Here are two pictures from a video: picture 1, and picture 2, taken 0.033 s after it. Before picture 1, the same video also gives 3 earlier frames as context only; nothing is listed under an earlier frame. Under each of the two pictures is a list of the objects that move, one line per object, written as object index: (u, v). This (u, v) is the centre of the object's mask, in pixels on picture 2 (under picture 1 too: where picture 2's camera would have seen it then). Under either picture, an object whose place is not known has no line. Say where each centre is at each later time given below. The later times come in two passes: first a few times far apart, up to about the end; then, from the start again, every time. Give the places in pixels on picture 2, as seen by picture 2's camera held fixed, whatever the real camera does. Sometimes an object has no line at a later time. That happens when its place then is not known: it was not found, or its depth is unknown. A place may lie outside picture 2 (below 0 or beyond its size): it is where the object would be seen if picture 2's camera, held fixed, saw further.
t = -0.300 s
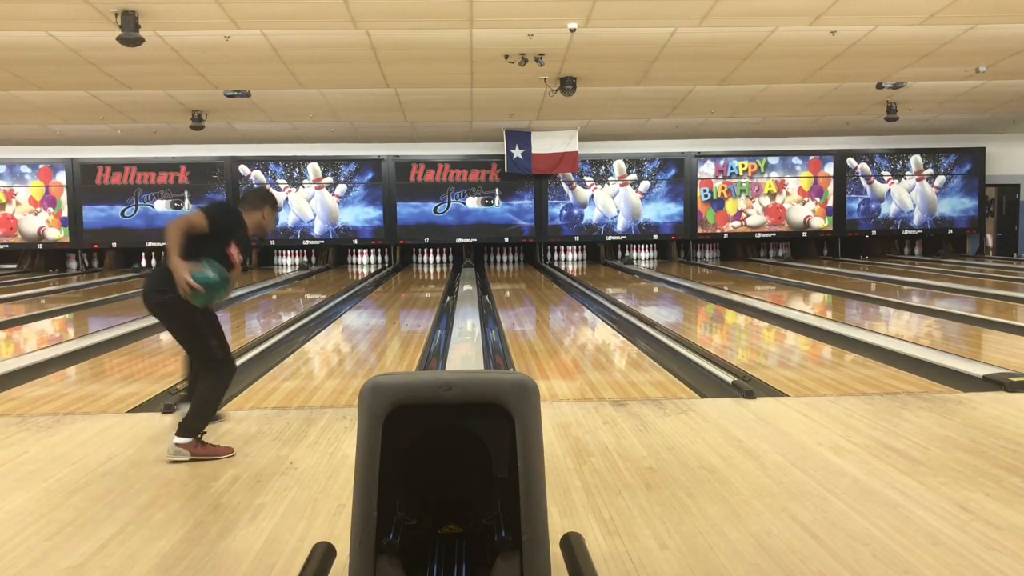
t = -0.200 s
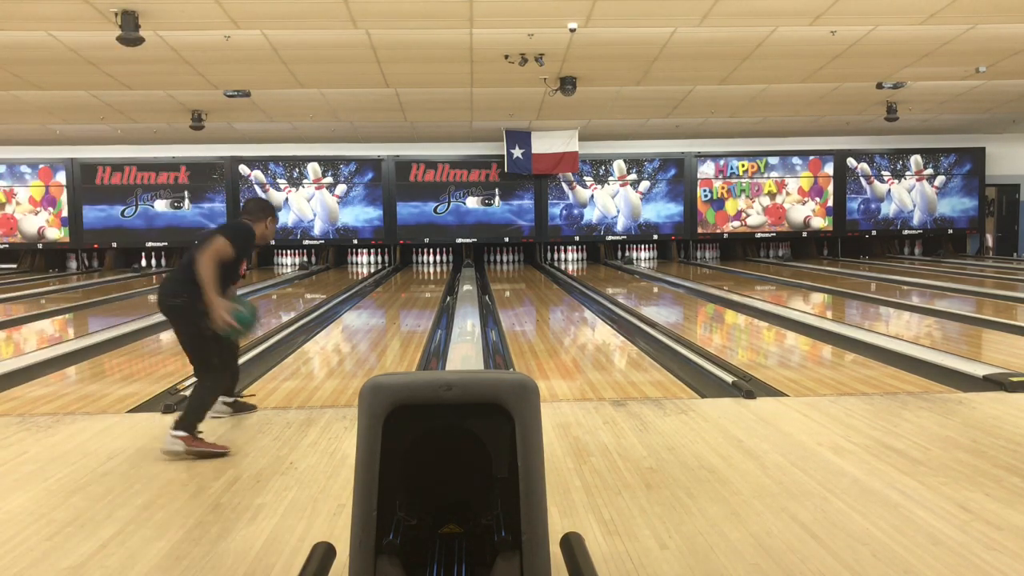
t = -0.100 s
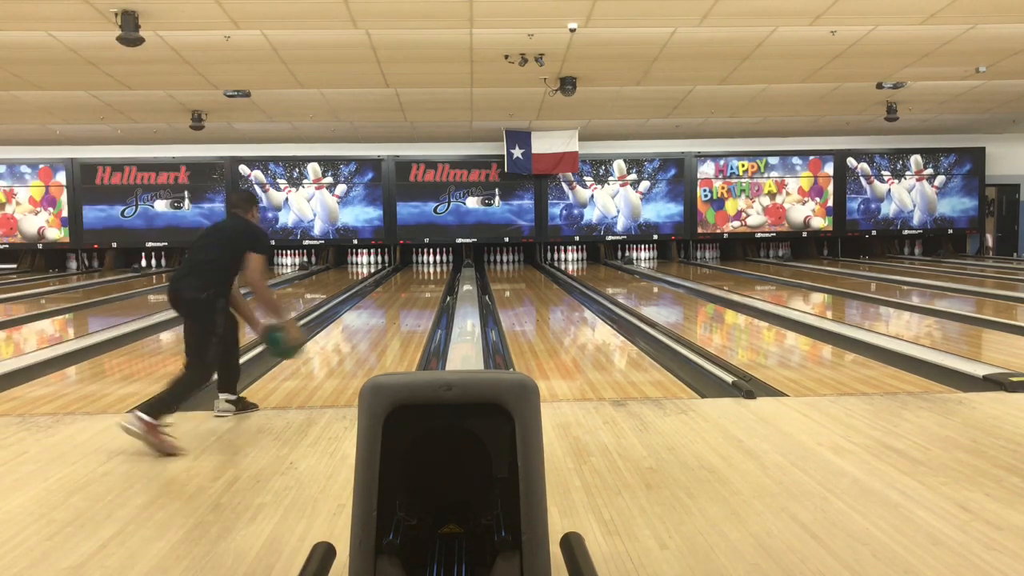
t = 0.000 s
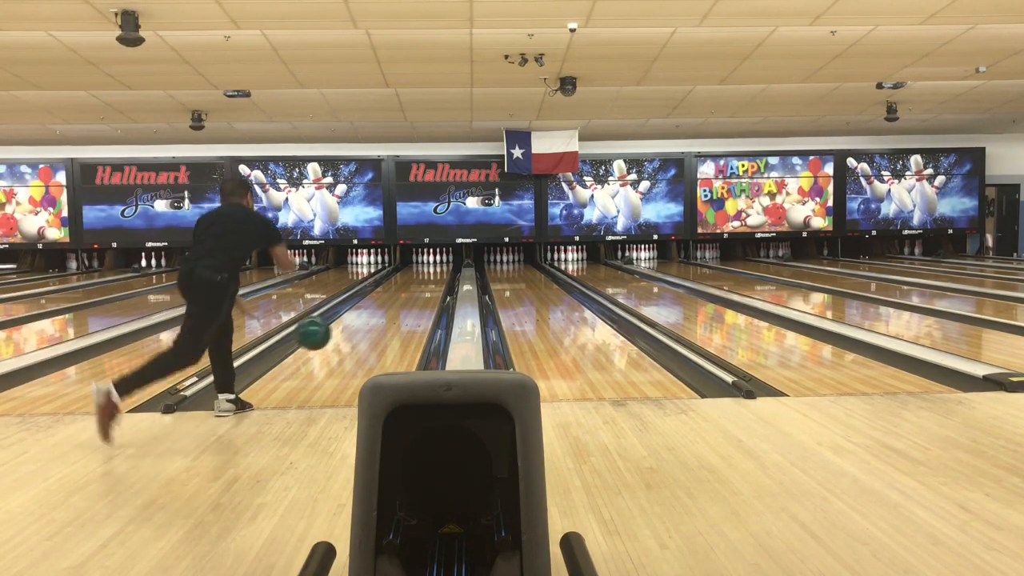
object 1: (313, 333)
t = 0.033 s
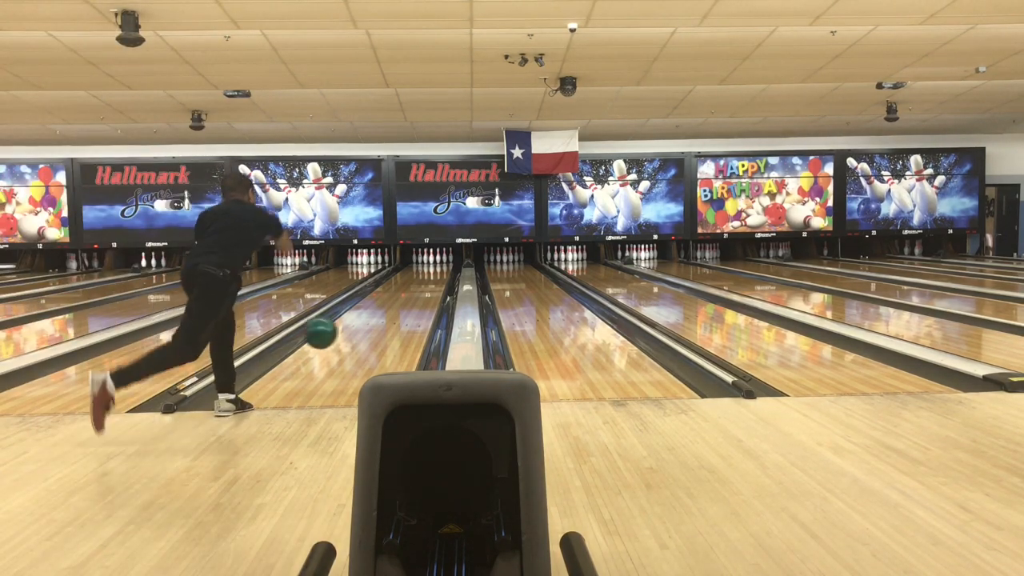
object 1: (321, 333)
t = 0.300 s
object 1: (362, 335)
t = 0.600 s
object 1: (391, 315)
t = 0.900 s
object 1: (409, 299)
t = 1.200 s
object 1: (421, 287)
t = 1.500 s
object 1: (428, 279)
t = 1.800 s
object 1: (434, 272)
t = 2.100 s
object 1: (436, 268)
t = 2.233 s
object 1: (437, 265)
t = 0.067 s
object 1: (327, 333)
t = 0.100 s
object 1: (333, 335)
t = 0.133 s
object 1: (338, 339)
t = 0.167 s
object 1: (344, 344)
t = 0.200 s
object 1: (349, 350)
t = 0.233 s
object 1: (354, 344)
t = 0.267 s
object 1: (358, 338)
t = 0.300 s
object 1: (362, 335)
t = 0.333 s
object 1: (366, 333)
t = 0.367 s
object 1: (370, 332)
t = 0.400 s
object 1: (373, 330)
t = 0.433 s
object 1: (377, 327)
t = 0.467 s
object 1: (380, 324)
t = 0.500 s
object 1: (383, 322)
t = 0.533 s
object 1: (386, 320)
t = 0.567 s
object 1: (388, 317)
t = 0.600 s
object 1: (391, 315)
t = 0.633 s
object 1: (393, 313)
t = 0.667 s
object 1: (395, 311)
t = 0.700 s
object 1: (398, 309)
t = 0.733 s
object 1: (400, 307)
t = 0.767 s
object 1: (401, 305)
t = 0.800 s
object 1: (403, 303)
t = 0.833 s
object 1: (405, 302)
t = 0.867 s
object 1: (407, 300)
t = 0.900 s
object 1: (409, 299)
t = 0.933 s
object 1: (410, 297)
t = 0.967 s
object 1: (412, 296)
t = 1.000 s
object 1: (413, 294)
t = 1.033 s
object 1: (415, 293)
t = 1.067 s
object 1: (416, 292)
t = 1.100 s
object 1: (417, 291)
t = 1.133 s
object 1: (418, 290)
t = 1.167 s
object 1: (419, 289)
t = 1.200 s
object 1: (421, 287)
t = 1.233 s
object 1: (422, 287)
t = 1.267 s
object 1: (422, 285)
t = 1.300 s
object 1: (424, 284)
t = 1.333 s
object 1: (425, 283)
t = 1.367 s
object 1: (426, 282)
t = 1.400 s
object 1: (426, 281)
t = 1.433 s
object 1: (428, 281)
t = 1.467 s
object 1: (428, 280)
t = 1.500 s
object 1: (428, 279)
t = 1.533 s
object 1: (429, 278)
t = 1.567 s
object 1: (430, 277)
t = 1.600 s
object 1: (431, 276)
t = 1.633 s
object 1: (431, 276)
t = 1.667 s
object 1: (431, 275)
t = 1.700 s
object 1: (433, 274)
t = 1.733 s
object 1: (433, 273)
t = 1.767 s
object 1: (433, 273)
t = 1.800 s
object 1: (434, 272)
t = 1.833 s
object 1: (435, 271)
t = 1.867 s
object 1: (435, 271)
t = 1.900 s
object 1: (435, 270)
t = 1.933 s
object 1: (435, 270)
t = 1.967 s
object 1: (436, 269)
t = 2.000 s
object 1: (436, 269)
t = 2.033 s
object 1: (436, 268)
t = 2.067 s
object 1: (436, 268)
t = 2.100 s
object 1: (436, 268)
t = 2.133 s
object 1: (436, 267)
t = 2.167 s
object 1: (436, 267)
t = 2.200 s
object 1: (437, 266)
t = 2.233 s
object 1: (437, 265)
